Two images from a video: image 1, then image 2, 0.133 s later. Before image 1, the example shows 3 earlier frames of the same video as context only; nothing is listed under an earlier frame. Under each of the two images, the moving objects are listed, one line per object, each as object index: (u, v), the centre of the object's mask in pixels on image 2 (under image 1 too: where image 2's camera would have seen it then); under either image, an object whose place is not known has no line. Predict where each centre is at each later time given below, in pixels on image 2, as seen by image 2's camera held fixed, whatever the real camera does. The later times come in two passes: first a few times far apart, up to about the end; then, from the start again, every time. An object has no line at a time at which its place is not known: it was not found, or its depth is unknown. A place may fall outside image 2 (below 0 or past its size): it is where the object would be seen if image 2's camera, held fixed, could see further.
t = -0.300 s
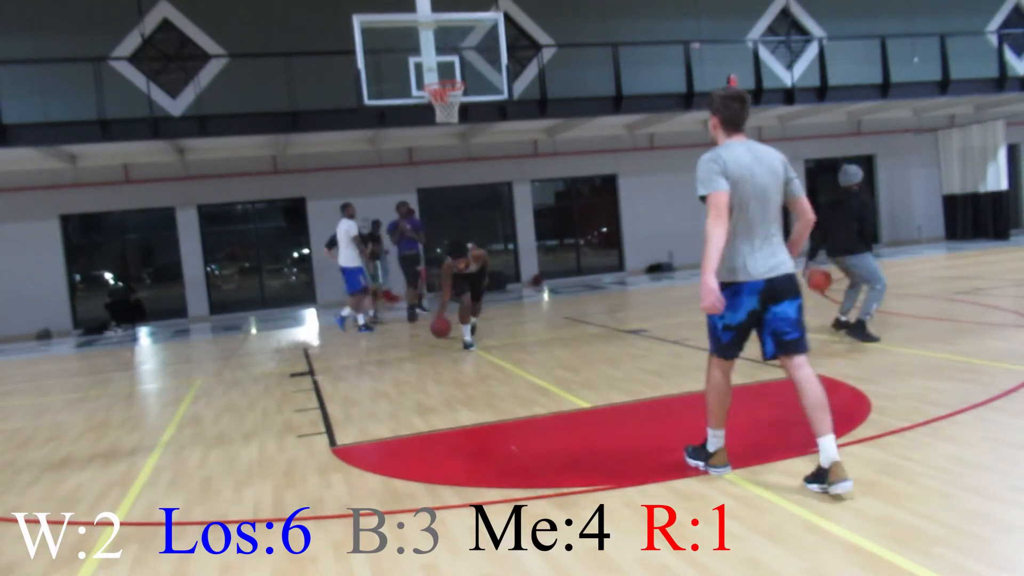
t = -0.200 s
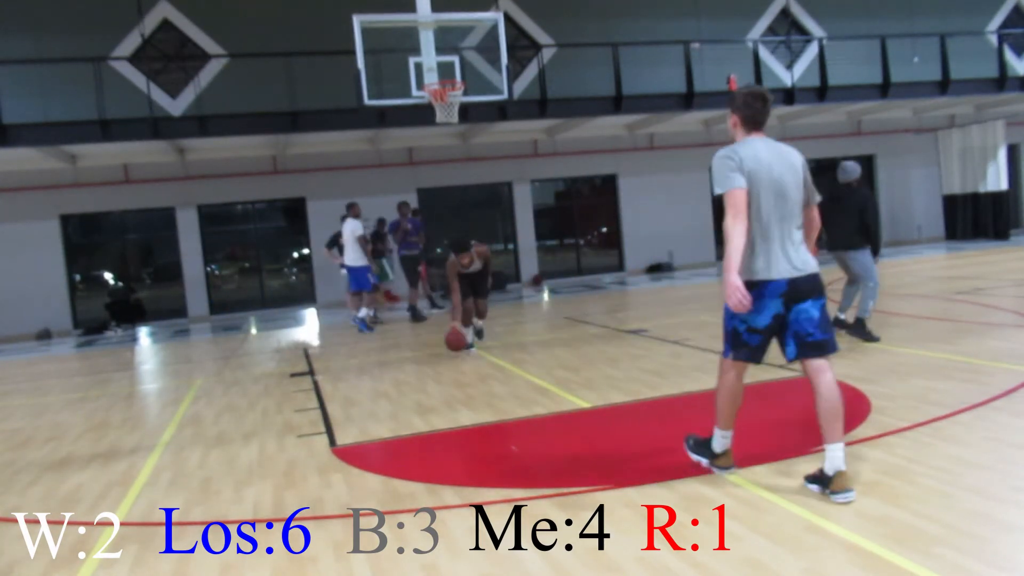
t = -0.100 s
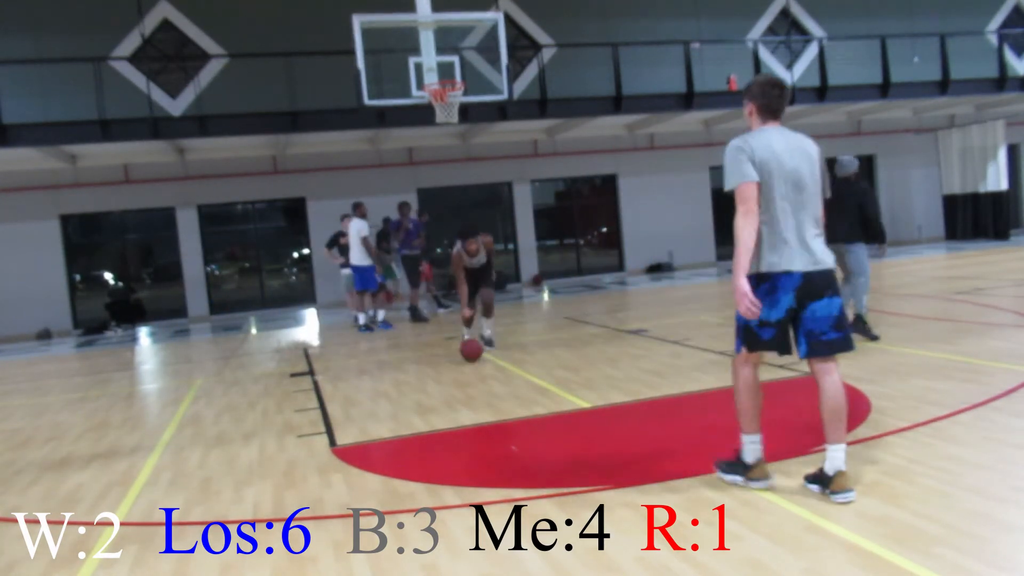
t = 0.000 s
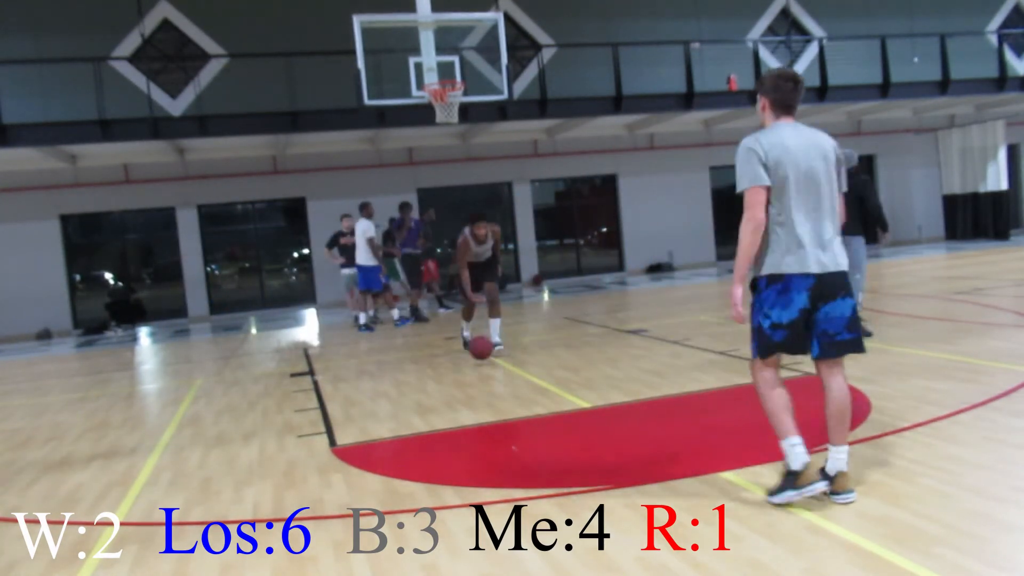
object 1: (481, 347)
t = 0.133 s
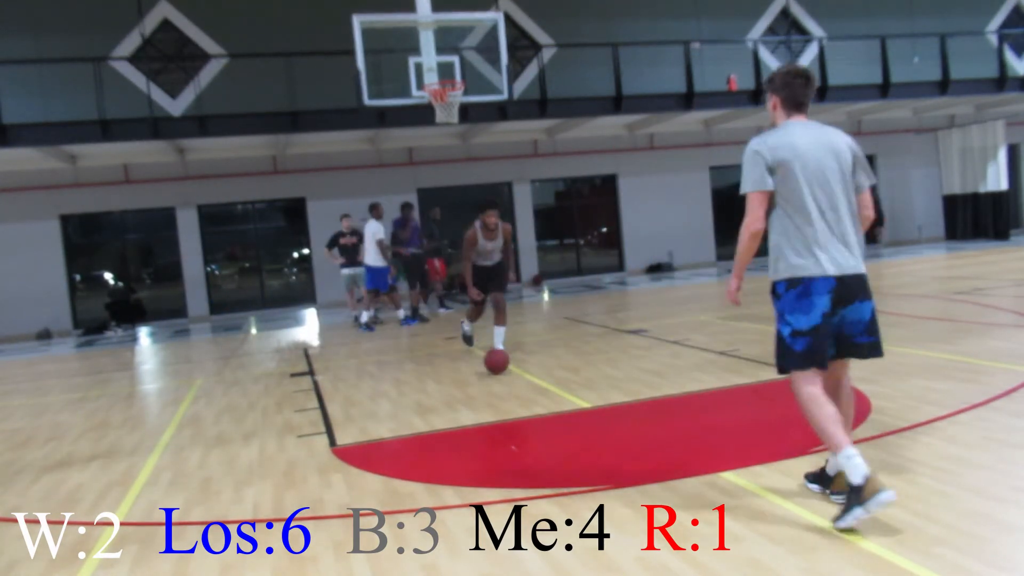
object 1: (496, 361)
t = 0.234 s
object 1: (508, 361)
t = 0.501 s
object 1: (545, 378)
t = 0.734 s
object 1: (586, 397)
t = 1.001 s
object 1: (649, 423)
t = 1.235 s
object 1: (723, 453)
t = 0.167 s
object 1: (500, 361)
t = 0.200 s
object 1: (504, 360)
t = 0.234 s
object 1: (508, 361)
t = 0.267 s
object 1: (512, 362)
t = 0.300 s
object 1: (516, 365)
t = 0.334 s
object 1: (521, 369)
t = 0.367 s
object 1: (525, 374)
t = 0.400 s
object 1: (530, 373)
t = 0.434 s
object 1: (535, 373)
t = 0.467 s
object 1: (540, 375)
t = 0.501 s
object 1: (545, 378)
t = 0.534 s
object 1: (551, 384)
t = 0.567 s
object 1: (556, 385)
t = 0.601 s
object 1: (561, 386)
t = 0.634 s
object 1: (567, 388)
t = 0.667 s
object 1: (573, 392)
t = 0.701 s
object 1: (580, 396)
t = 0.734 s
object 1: (586, 397)
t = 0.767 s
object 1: (593, 401)
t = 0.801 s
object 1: (600, 404)
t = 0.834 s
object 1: (607, 407)
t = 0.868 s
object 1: (614, 411)
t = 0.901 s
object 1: (622, 413)
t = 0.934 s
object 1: (631, 417)
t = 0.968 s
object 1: (639, 420)
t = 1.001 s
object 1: (649, 423)
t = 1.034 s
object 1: (658, 428)
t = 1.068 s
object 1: (668, 432)
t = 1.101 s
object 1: (677, 435)
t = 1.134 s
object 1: (688, 440)
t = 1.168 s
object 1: (699, 445)
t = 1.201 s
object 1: (711, 449)
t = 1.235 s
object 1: (723, 453)
